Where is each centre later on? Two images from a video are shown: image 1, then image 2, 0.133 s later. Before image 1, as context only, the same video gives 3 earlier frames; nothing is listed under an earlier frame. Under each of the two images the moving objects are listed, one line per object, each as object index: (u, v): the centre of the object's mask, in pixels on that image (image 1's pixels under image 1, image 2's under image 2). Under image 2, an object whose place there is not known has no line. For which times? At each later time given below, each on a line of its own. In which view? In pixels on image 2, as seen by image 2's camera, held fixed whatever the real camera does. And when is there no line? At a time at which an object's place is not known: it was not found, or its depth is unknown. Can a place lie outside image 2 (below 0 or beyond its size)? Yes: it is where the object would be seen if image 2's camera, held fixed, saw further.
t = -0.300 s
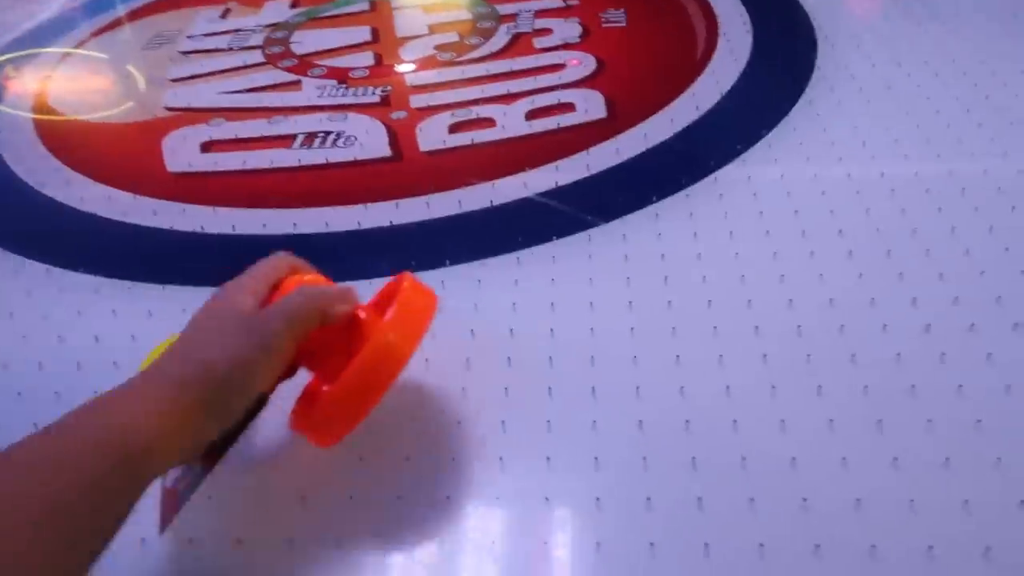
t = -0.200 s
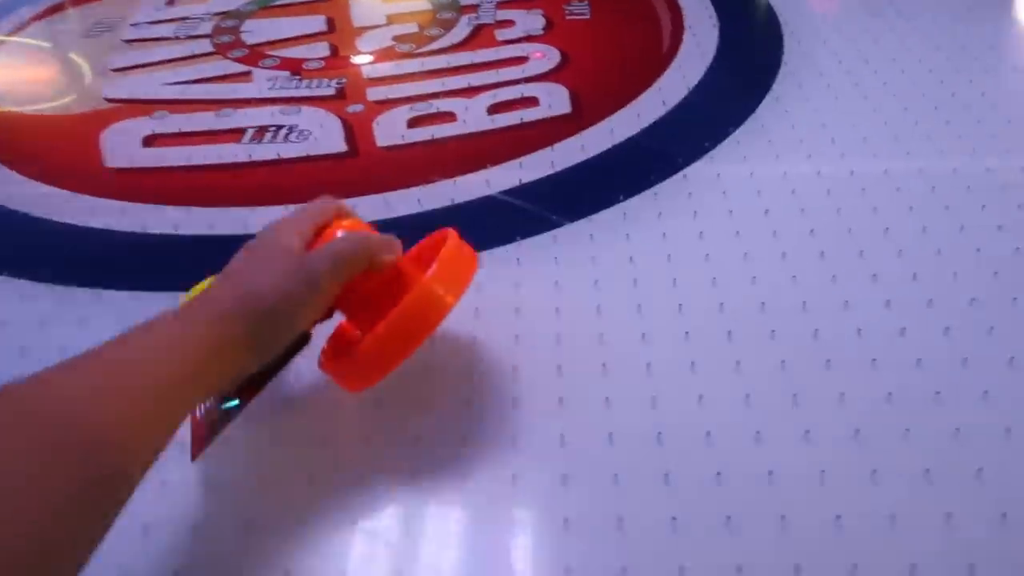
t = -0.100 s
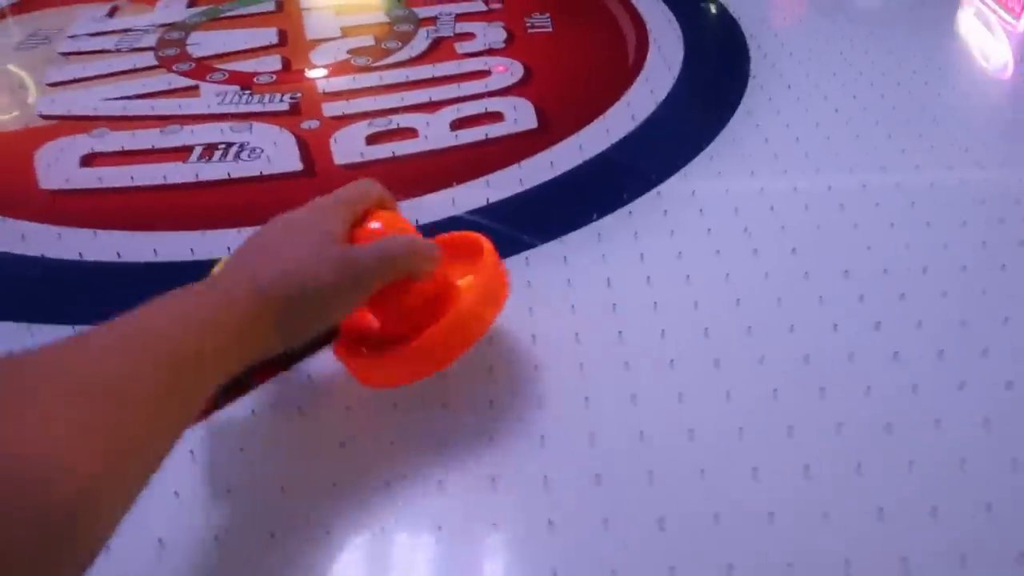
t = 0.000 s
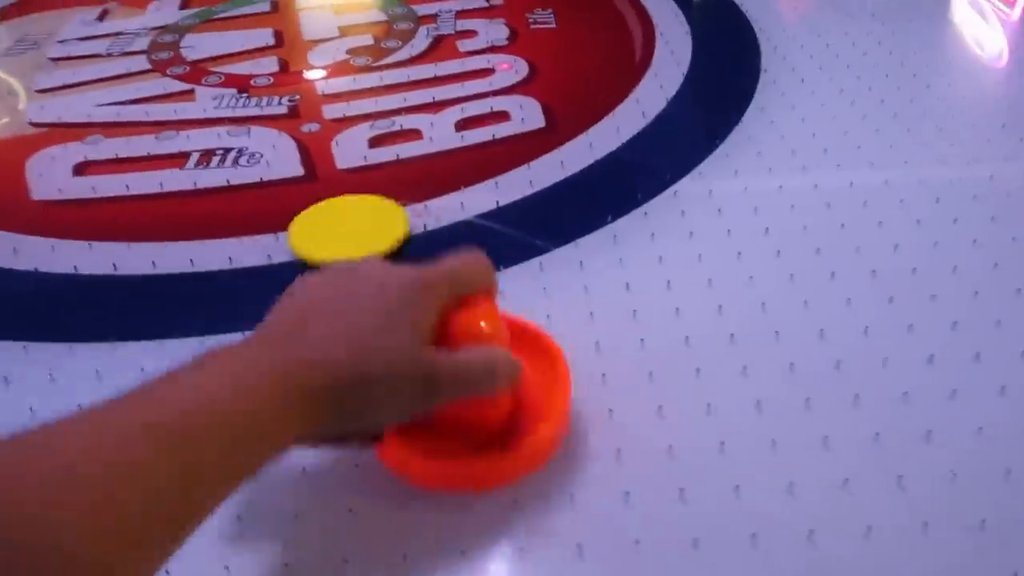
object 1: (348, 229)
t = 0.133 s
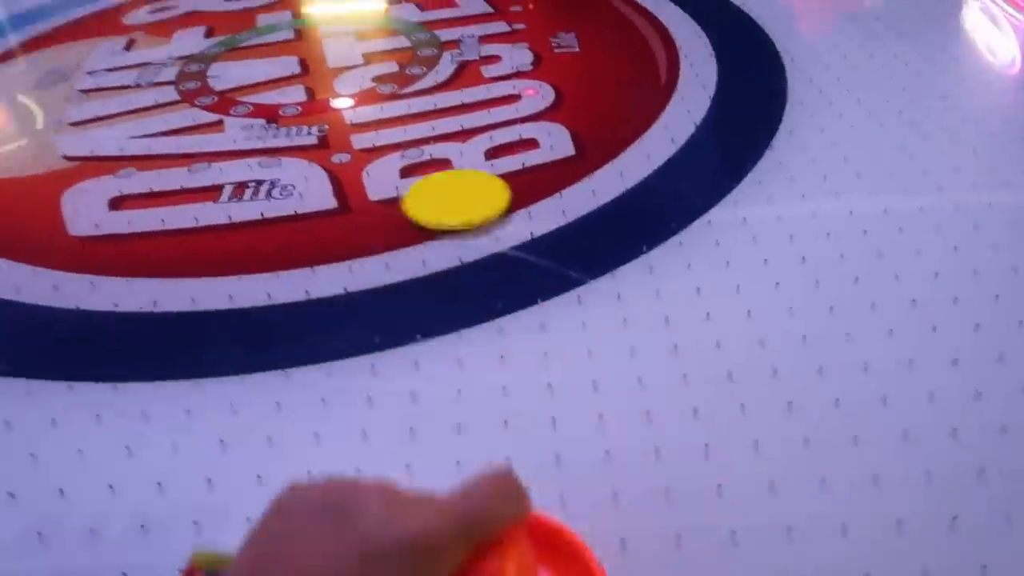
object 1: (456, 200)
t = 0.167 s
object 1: (472, 186)
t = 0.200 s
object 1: (486, 172)
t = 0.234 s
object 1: (500, 159)
